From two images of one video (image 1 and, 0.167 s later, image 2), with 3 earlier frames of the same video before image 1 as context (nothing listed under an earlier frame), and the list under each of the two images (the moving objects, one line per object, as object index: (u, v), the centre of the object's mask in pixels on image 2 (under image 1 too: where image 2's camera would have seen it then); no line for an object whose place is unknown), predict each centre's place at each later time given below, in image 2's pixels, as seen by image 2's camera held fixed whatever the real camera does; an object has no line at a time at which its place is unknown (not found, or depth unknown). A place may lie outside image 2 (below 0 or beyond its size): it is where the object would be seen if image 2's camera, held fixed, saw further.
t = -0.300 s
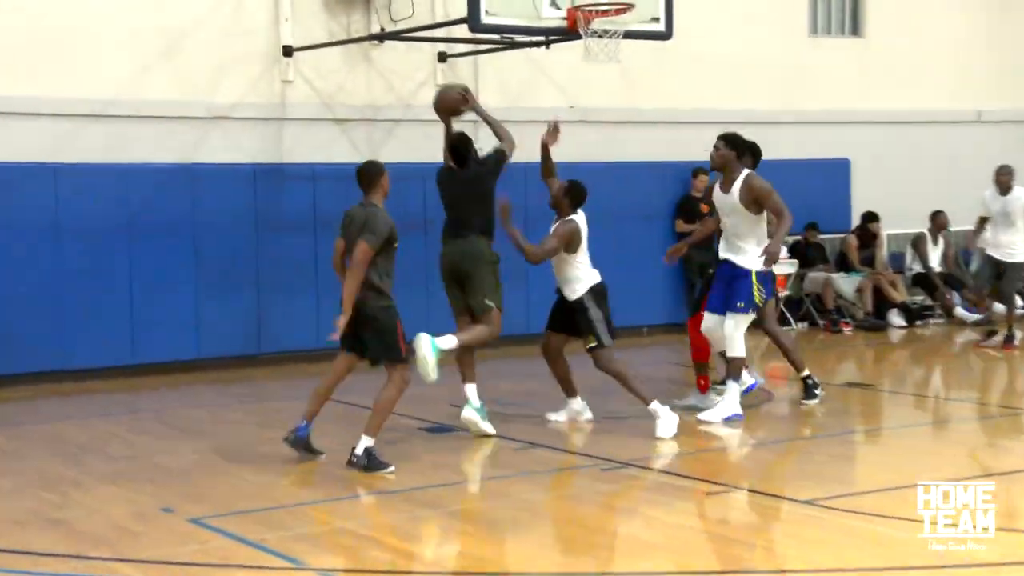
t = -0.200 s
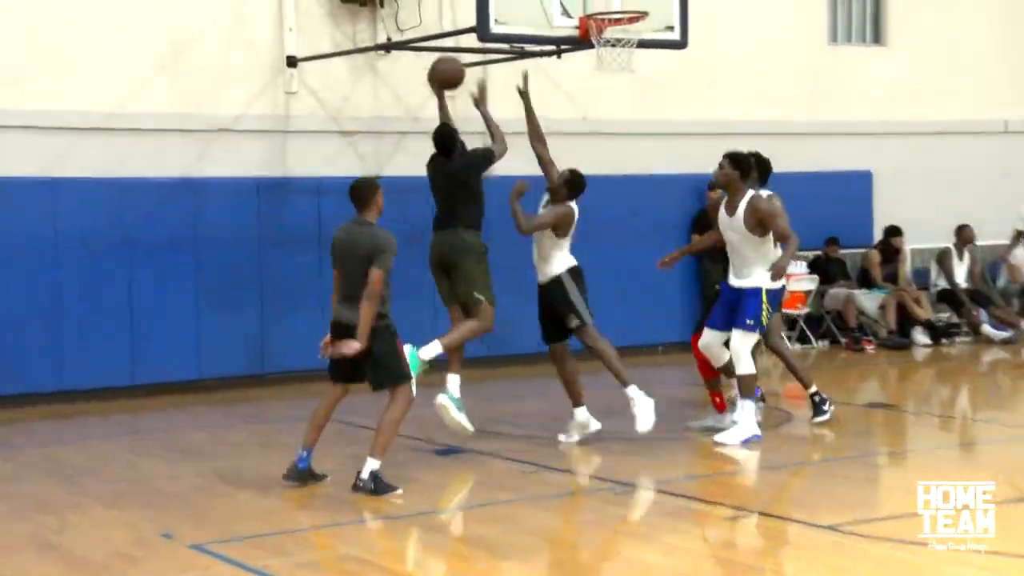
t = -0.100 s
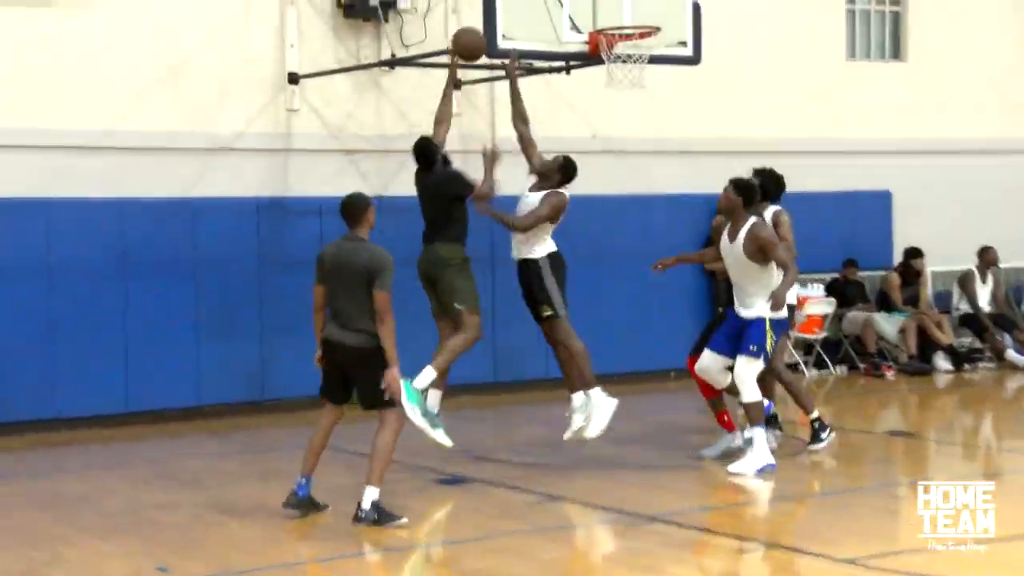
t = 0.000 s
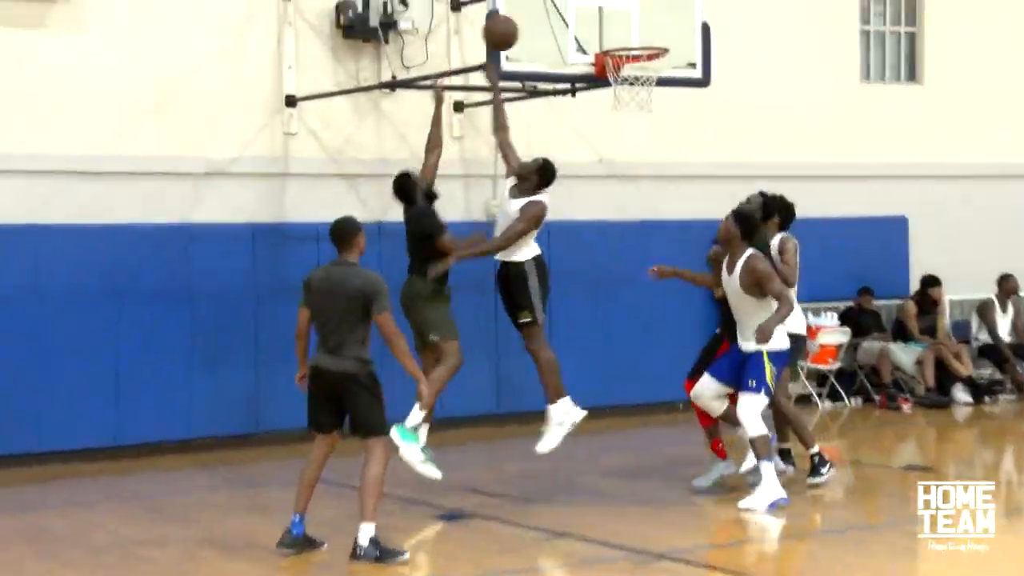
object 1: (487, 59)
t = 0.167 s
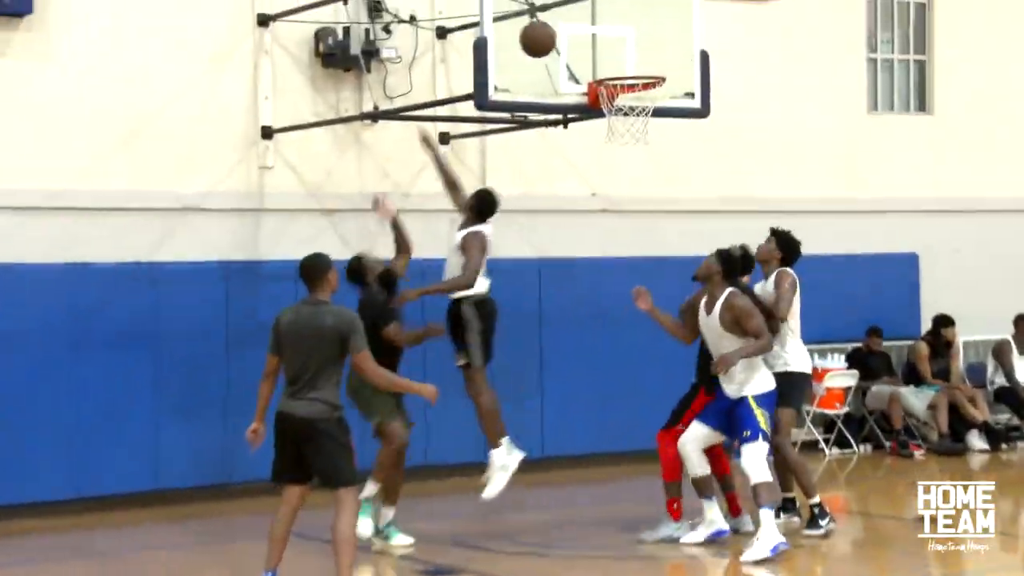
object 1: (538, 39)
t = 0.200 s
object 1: (547, 40)
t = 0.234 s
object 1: (556, 43)
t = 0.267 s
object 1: (566, 47)
